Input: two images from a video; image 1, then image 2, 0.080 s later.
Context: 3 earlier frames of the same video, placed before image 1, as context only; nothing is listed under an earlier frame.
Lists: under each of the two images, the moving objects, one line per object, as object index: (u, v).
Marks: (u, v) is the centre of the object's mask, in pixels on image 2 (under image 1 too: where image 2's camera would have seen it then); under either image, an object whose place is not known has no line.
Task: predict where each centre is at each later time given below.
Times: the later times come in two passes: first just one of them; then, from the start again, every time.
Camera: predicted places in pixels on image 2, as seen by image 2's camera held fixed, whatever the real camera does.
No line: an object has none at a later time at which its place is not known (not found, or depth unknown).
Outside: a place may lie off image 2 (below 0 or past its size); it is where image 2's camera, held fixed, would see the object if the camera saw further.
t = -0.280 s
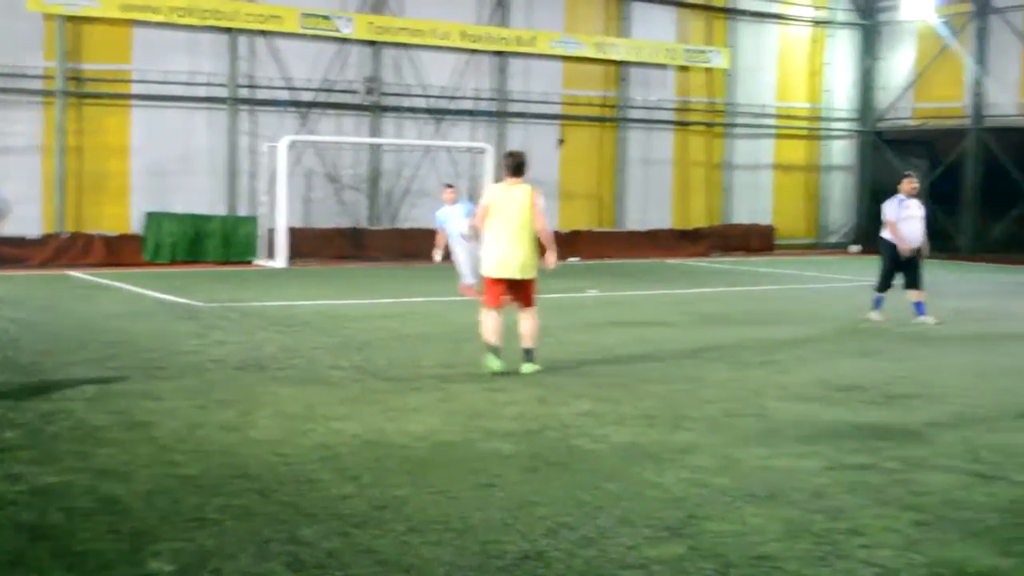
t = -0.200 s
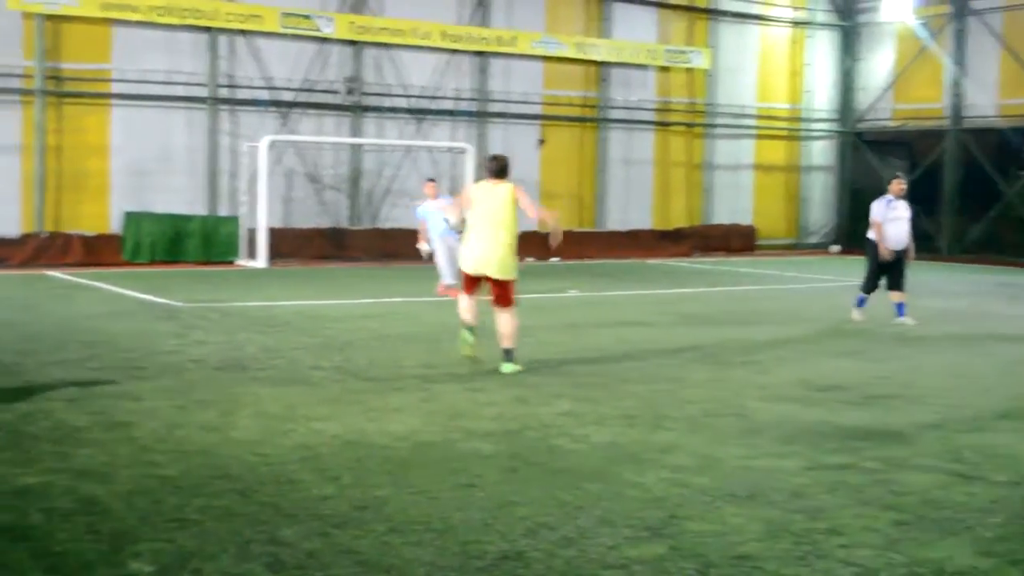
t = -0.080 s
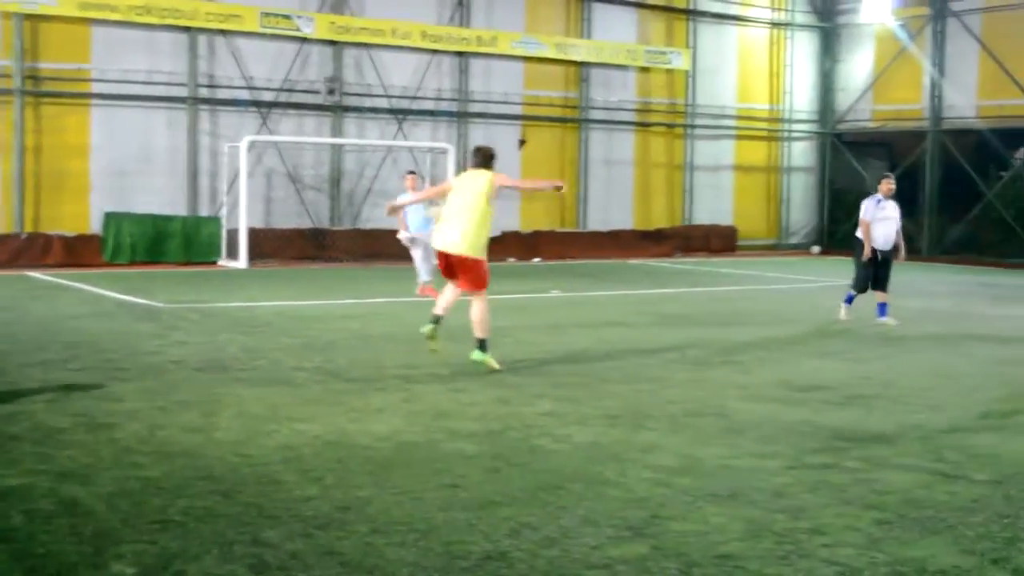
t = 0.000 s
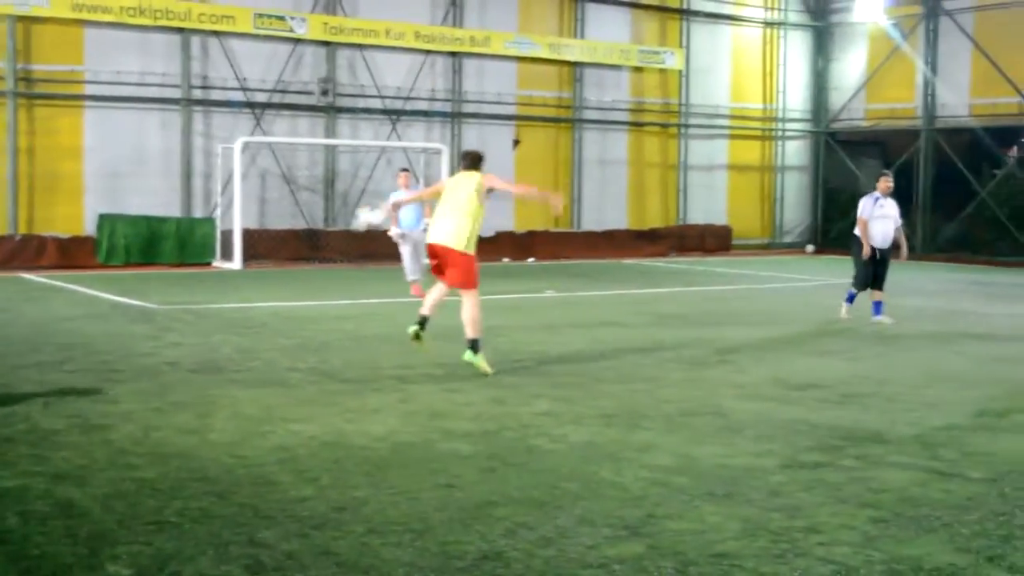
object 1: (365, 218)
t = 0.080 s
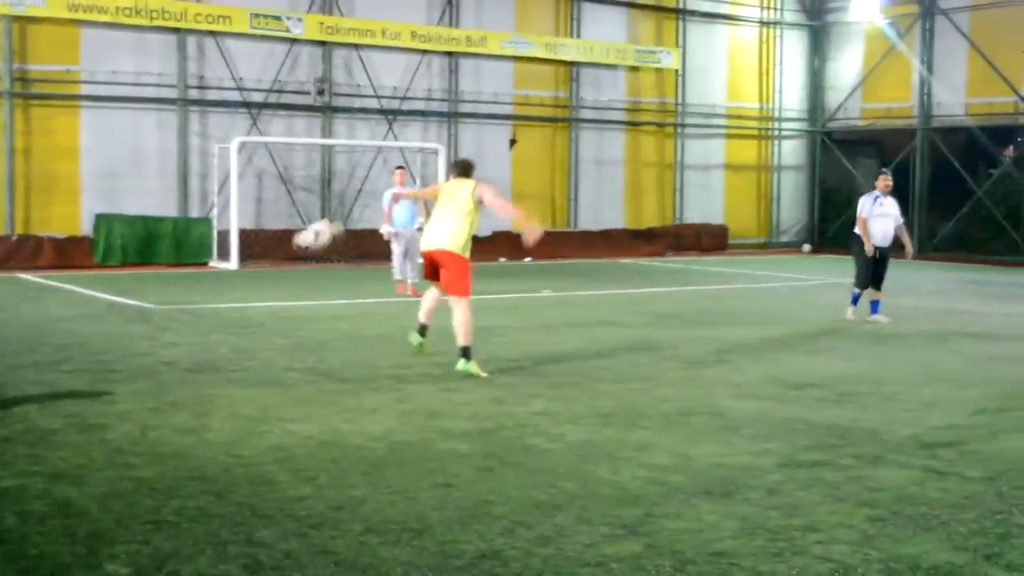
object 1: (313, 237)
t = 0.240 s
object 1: (211, 293)
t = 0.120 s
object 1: (292, 246)
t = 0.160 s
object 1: (264, 260)
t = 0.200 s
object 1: (237, 276)
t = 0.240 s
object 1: (211, 293)
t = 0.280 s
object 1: (184, 315)
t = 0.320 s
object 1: (160, 336)
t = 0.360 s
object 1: (140, 350)
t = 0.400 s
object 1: (133, 336)
